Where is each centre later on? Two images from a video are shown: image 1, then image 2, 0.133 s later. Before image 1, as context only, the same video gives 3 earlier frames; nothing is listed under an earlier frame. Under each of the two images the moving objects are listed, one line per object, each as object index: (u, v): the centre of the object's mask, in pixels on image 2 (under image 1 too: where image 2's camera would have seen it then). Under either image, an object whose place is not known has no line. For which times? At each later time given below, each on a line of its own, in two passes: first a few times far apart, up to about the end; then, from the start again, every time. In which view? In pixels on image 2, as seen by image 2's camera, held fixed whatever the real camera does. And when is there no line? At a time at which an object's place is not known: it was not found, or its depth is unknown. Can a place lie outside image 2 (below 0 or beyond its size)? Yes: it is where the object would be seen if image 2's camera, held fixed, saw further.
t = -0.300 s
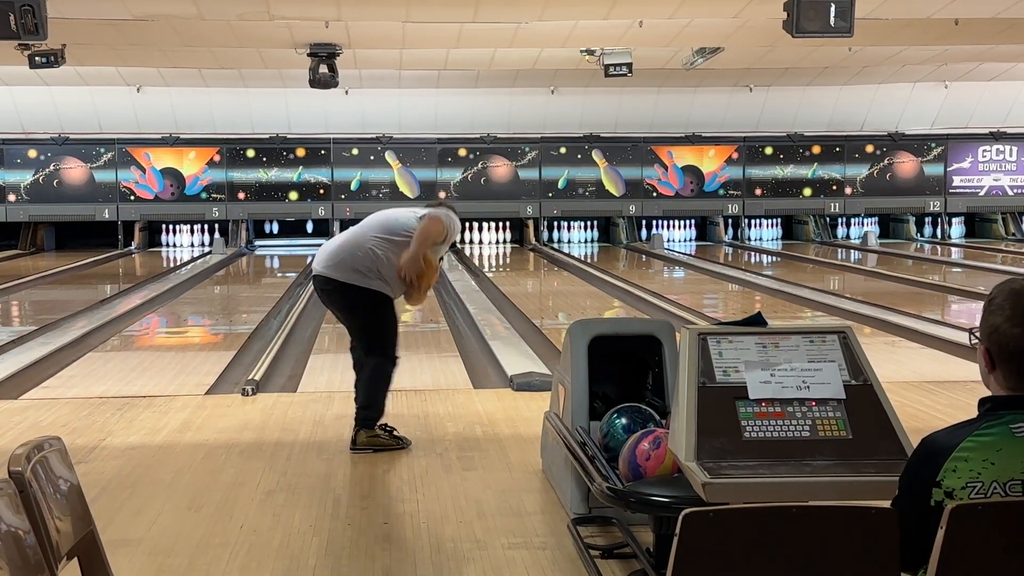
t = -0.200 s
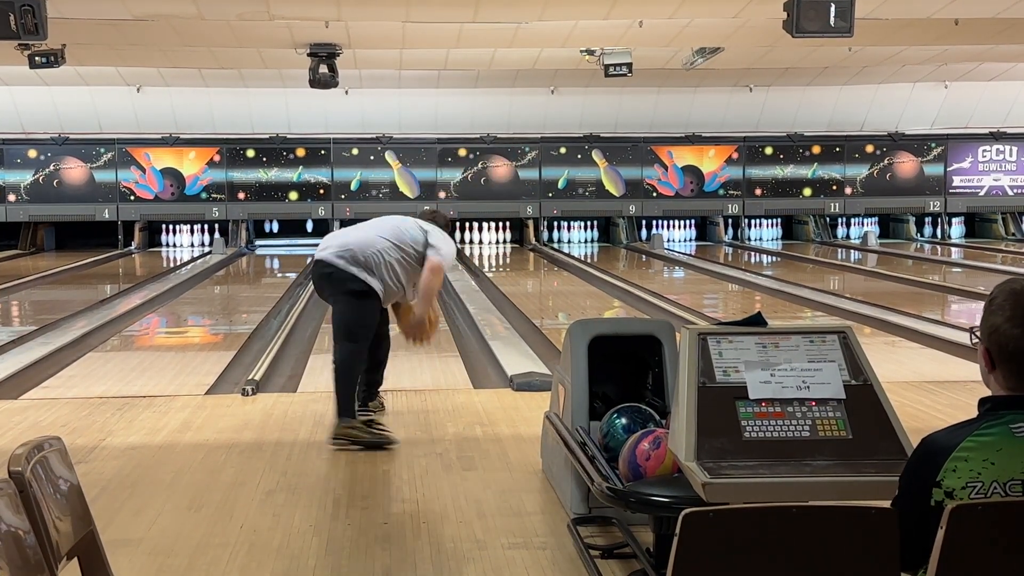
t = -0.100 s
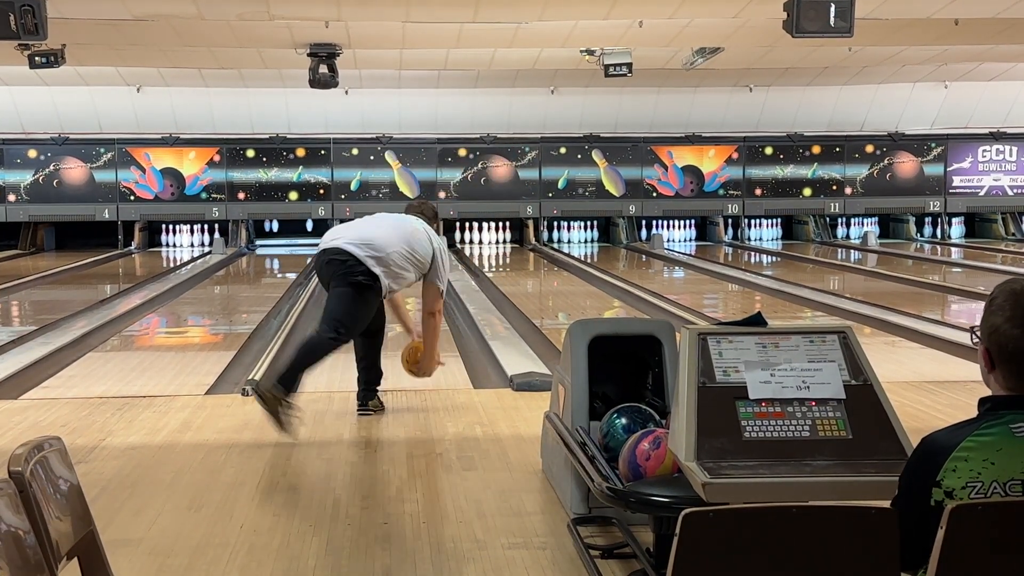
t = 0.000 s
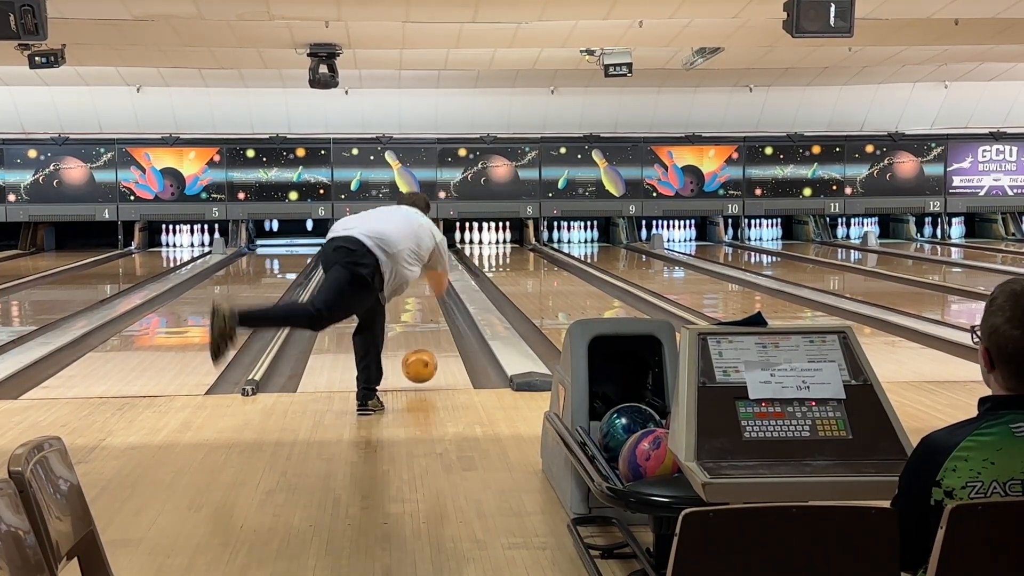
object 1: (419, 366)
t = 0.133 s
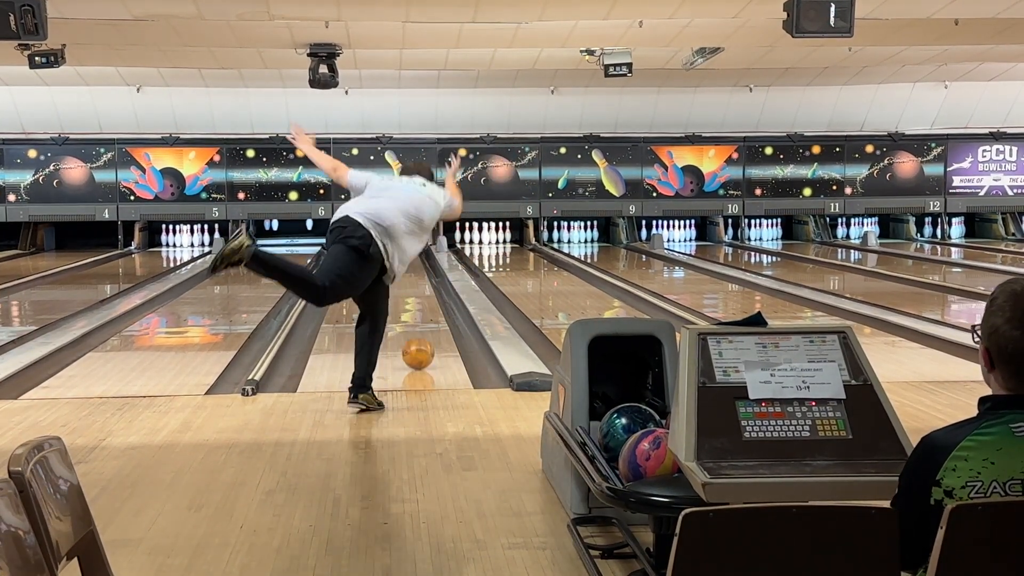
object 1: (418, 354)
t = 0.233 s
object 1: (417, 341)
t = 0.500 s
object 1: (414, 314)
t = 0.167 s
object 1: (418, 349)
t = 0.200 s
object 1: (417, 345)
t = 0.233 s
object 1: (417, 341)
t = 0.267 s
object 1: (416, 337)
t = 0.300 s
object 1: (416, 334)
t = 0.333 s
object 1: (416, 330)
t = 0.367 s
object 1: (415, 327)
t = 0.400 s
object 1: (415, 323)
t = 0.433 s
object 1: (415, 320)
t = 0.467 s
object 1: (415, 316)
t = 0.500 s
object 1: (414, 314)
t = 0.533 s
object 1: (415, 312)
